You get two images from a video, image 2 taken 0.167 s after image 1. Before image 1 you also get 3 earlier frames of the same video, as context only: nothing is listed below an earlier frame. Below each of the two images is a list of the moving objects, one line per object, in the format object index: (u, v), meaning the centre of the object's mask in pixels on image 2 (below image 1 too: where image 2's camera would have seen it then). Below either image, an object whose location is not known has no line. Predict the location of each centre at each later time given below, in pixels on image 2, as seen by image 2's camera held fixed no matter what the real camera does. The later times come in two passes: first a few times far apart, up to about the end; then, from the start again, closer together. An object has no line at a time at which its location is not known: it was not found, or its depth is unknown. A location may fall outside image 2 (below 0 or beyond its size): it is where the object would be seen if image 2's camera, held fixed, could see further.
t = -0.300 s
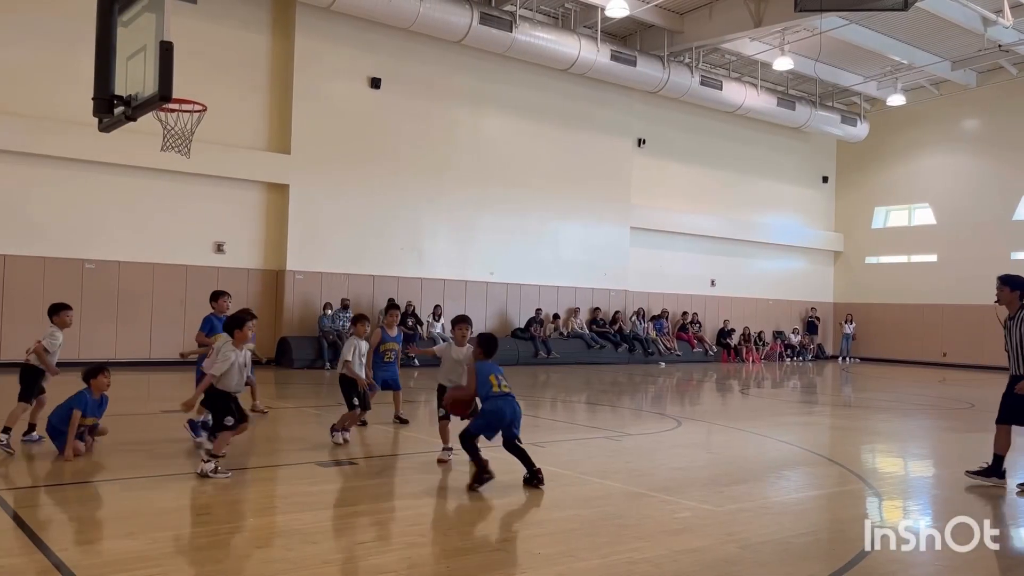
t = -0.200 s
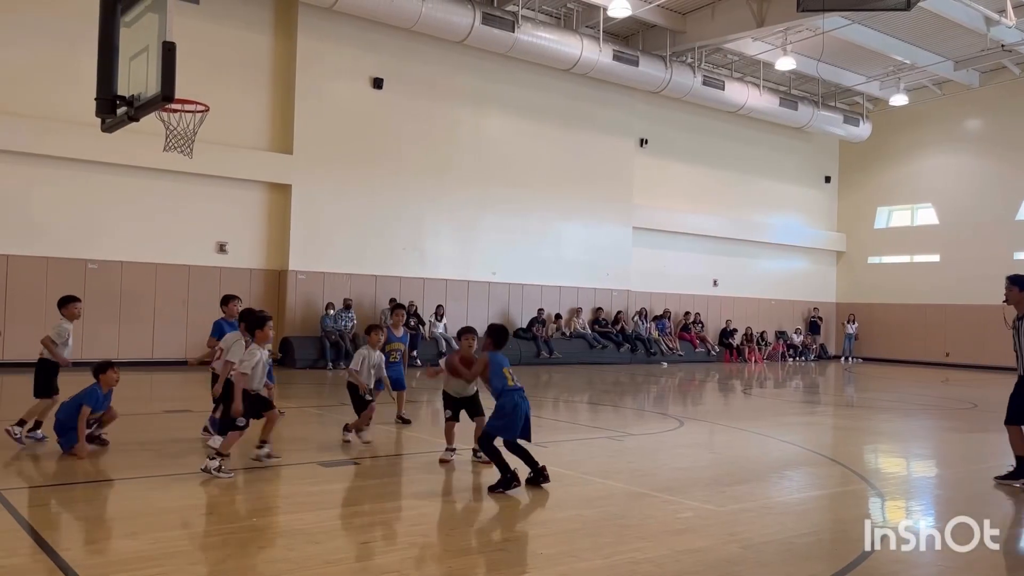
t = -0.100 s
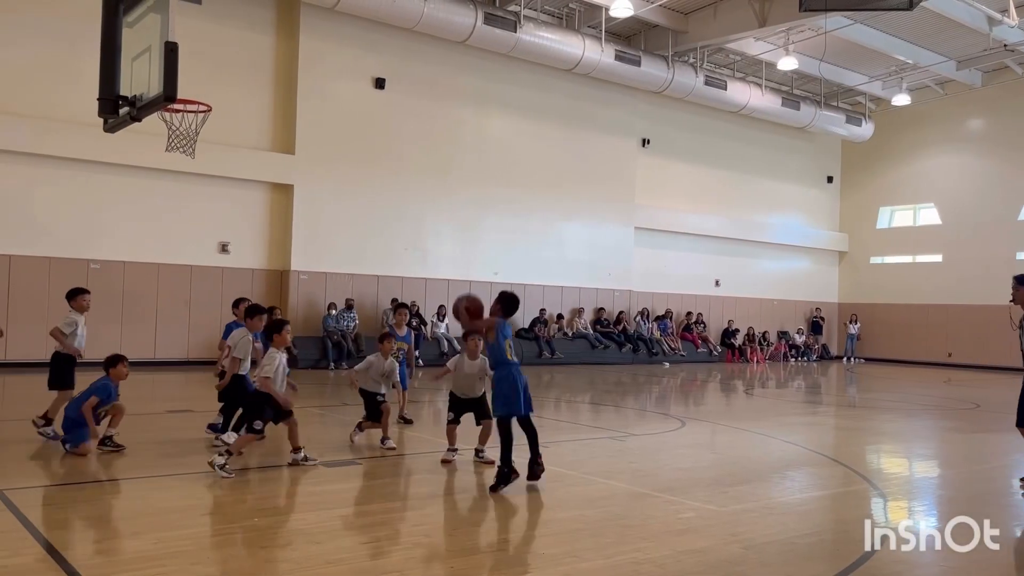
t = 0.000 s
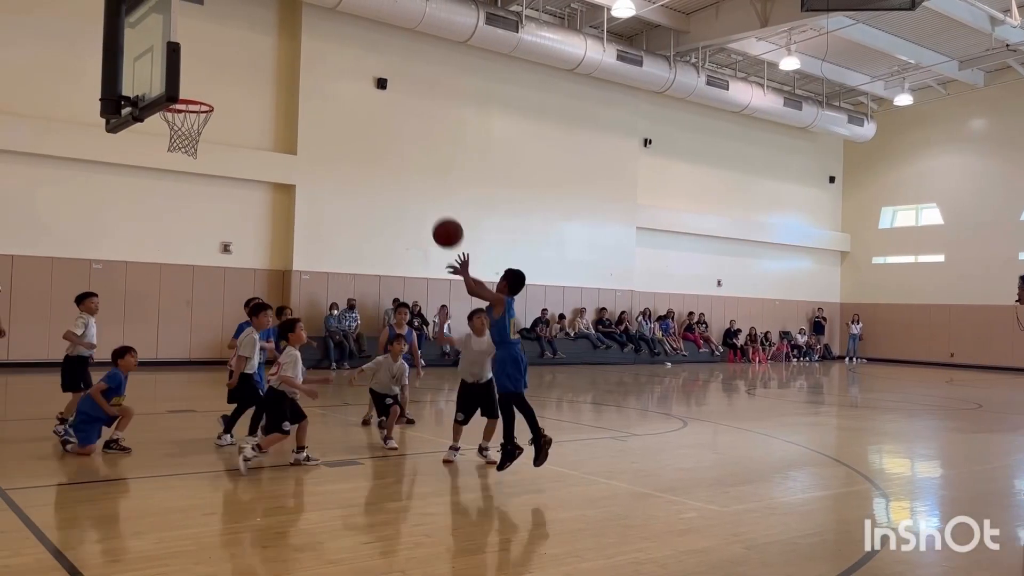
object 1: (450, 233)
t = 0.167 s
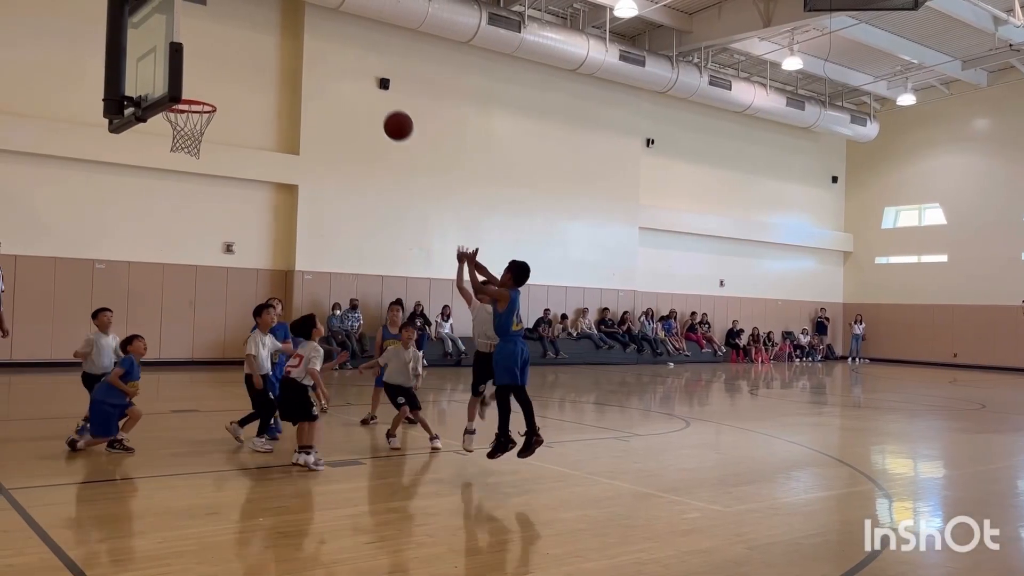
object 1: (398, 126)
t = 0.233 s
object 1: (378, 95)
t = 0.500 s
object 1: (305, 34)
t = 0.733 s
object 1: (248, 49)
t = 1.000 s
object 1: (187, 103)
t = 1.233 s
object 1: (188, 83)
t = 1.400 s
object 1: (194, 90)
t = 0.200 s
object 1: (388, 110)
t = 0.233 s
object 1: (378, 95)
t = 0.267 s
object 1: (369, 82)
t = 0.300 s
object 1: (359, 71)
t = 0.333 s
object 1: (350, 61)
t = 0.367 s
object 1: (341, 53)
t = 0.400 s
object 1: (332, 46)
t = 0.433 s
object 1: (323, 40)
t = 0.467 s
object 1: (314, 36)
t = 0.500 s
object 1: (305, 34)
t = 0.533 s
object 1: (297, 32)
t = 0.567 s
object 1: (288, 32)
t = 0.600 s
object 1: (280, 33)
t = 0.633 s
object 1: (272, 35)
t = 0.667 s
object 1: (264, 38)
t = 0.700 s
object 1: (256, 43)
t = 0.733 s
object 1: (248, 49)
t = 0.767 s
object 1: (240, 55)
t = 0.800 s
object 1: (232, 63)
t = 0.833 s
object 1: (224, 72)
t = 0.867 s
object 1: (216, 82)
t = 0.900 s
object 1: (209, 92)
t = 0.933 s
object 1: (202, 101)
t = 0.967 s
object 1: (193, 101)
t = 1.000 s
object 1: (187, 103)
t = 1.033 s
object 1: (183, 104)
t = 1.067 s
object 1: (184, 98)
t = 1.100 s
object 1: (185, 93)
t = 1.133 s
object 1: (184, 91)
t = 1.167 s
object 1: (185, 88)
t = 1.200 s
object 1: (187, 85)
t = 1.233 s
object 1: (188, 83)
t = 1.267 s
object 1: (189, 82)
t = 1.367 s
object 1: (194, 88)
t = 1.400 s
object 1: (194, 90)
